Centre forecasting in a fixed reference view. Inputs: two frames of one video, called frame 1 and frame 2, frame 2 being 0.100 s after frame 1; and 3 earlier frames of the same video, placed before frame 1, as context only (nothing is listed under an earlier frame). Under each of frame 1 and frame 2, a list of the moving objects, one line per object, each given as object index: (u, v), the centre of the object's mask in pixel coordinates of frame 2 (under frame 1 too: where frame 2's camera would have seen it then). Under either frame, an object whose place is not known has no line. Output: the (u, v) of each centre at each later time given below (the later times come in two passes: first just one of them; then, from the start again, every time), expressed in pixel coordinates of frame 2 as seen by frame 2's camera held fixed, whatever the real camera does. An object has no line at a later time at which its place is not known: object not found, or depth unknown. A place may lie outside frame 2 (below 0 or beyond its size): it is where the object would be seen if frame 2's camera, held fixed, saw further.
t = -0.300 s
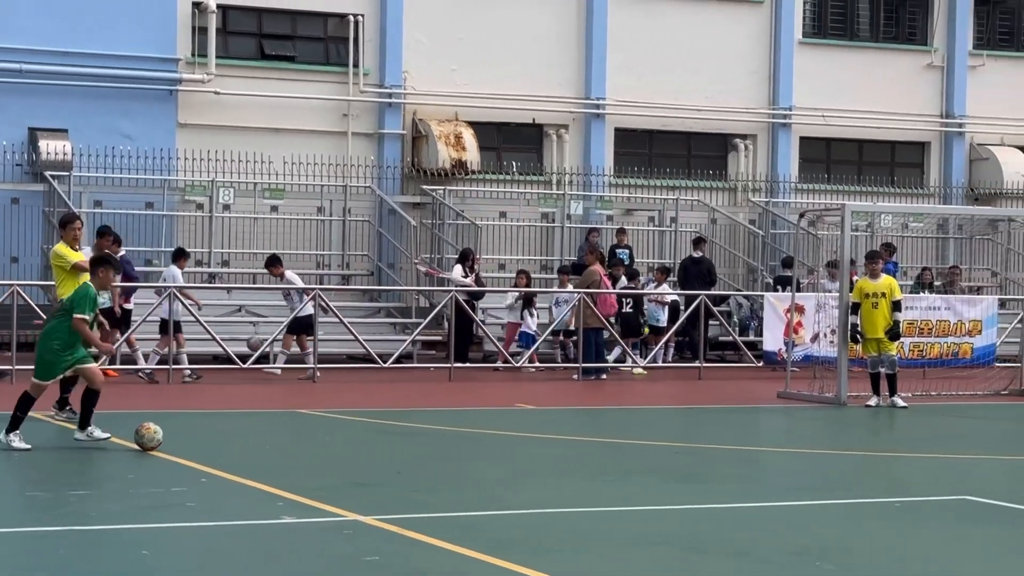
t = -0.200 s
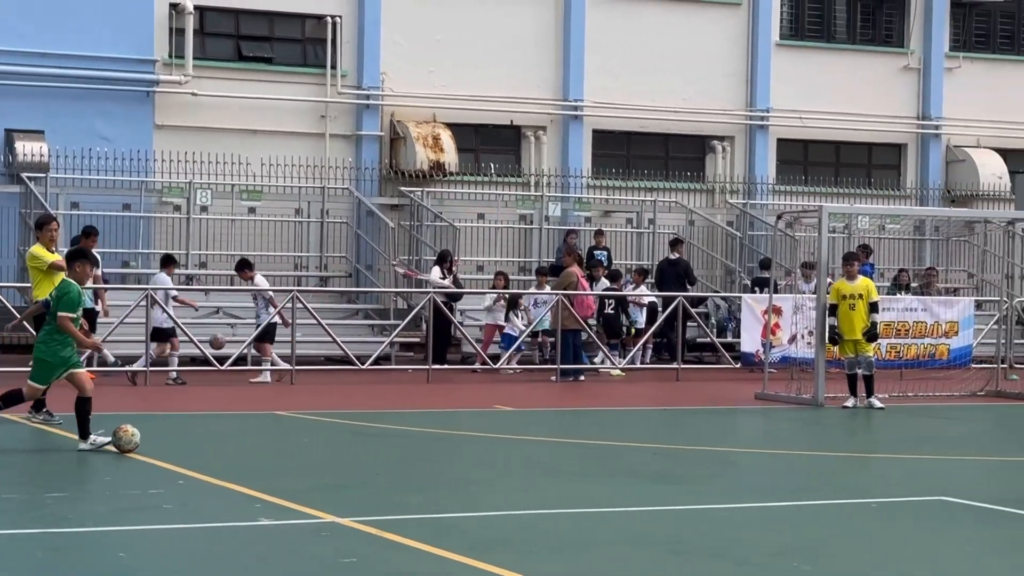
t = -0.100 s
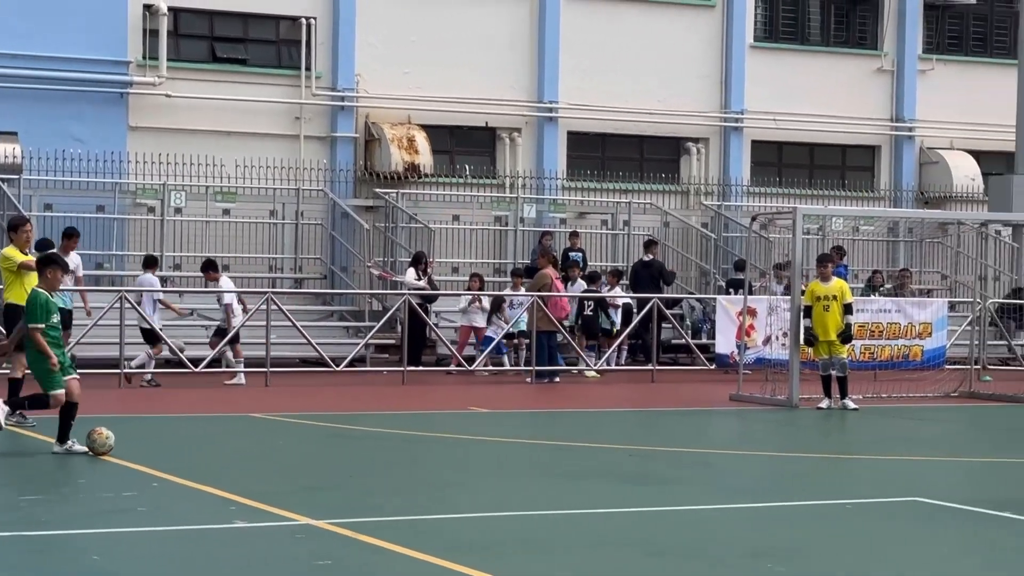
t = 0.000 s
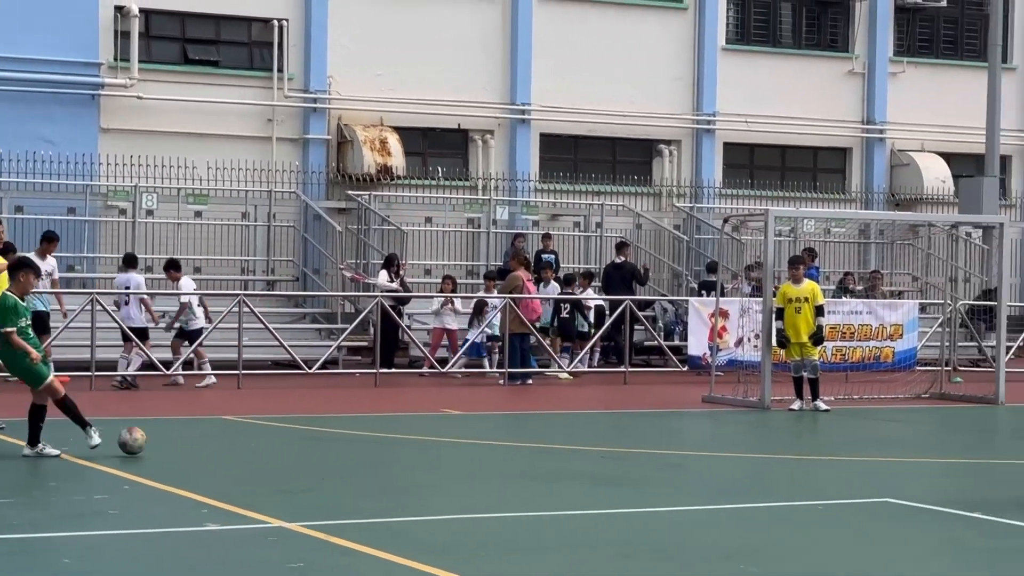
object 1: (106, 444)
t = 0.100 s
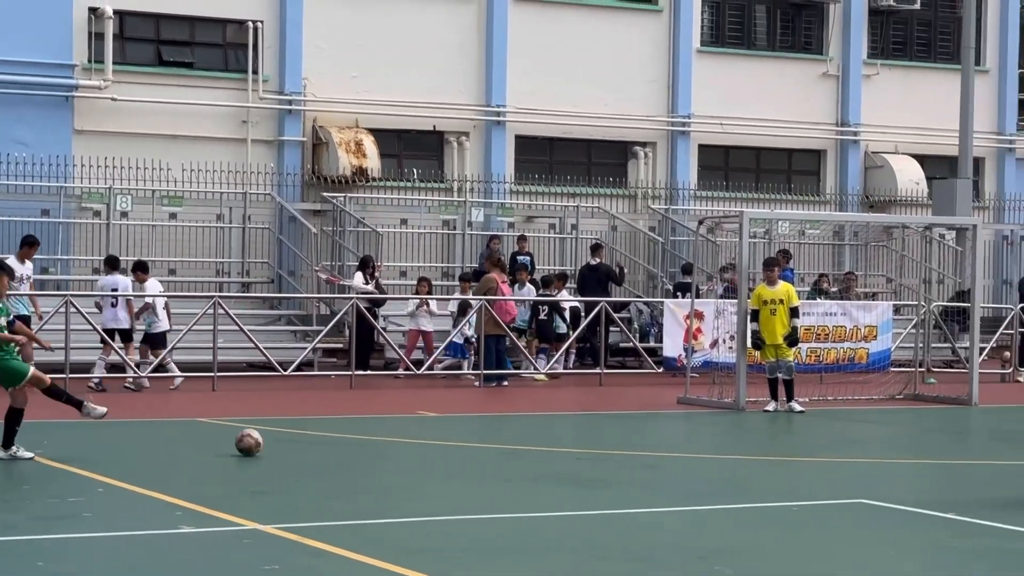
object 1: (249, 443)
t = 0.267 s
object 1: (485, 437)
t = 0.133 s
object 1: (300, 441)
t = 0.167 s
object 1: (350, 440)
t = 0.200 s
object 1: (397, 439)
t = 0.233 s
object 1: (442, 438)
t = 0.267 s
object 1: (485, 437)
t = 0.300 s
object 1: (527, 437)
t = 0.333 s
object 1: (566, 436)
